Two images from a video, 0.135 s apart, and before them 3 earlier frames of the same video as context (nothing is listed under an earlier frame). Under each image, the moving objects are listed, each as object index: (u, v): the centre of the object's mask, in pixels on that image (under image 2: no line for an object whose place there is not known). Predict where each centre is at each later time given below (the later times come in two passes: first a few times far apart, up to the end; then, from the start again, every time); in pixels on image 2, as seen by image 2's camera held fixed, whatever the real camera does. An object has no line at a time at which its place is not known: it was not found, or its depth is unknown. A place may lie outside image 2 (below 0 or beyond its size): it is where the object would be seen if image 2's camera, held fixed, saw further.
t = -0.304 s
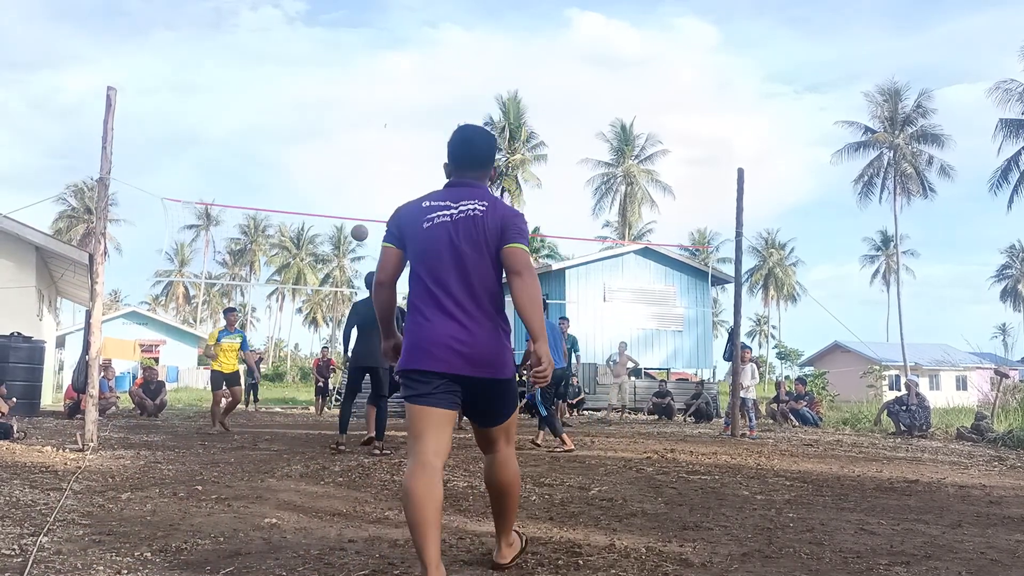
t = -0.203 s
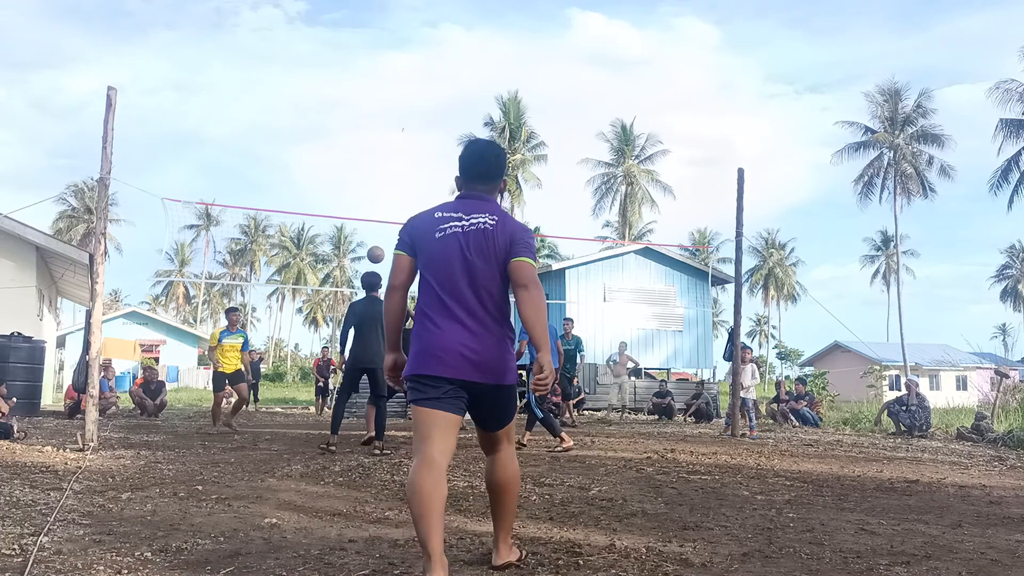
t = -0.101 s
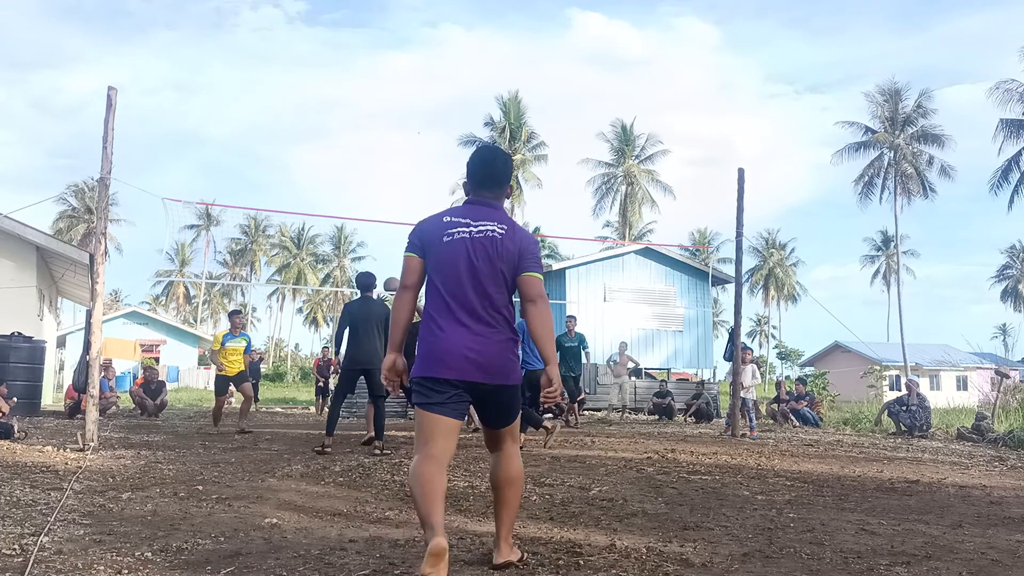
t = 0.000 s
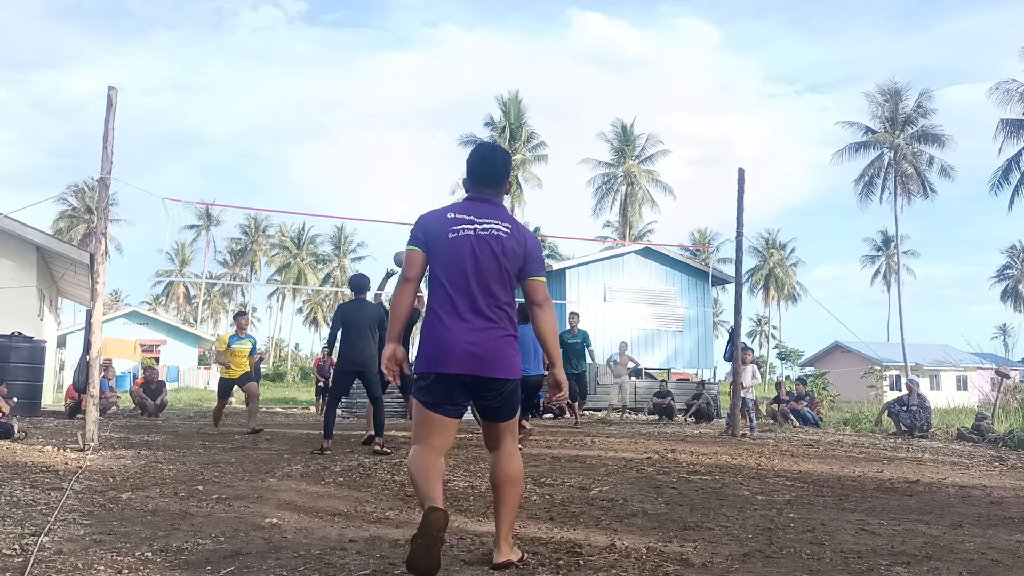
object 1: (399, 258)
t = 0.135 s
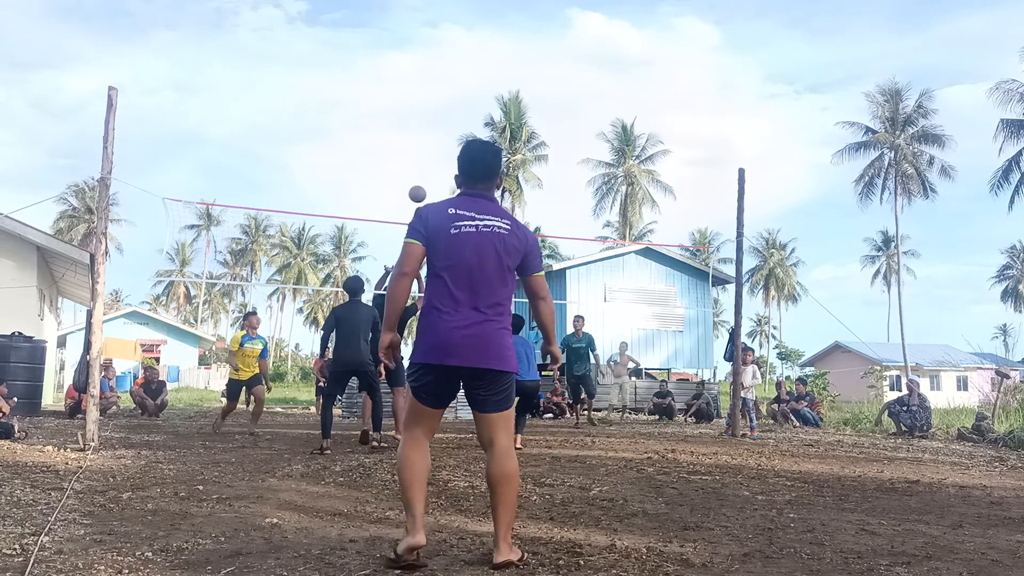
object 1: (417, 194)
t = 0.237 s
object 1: (428, 156)
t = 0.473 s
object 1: (449, 104)
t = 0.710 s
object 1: (469, 99)
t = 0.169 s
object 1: (421, 180)
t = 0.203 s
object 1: (424, 168)
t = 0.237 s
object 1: (428, 156)
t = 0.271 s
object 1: (431, 146)
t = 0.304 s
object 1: (434, 137)
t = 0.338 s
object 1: (437, 128)
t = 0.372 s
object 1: (440, 121)
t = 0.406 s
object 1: (443, 114)
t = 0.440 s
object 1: (446, 109)
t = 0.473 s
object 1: (449, 104)
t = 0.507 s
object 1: (452, 101)
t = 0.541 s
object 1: (455, 98)
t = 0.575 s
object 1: (458, 97)
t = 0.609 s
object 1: (461, 96)
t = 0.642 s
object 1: (463, 96)
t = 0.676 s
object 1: (466, 97)
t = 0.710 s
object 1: (469, 99)
